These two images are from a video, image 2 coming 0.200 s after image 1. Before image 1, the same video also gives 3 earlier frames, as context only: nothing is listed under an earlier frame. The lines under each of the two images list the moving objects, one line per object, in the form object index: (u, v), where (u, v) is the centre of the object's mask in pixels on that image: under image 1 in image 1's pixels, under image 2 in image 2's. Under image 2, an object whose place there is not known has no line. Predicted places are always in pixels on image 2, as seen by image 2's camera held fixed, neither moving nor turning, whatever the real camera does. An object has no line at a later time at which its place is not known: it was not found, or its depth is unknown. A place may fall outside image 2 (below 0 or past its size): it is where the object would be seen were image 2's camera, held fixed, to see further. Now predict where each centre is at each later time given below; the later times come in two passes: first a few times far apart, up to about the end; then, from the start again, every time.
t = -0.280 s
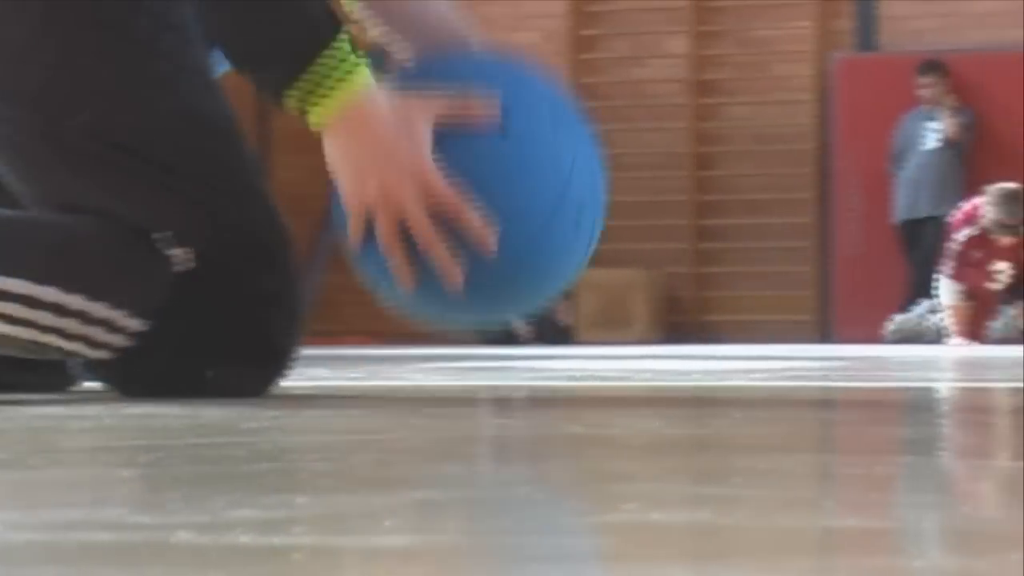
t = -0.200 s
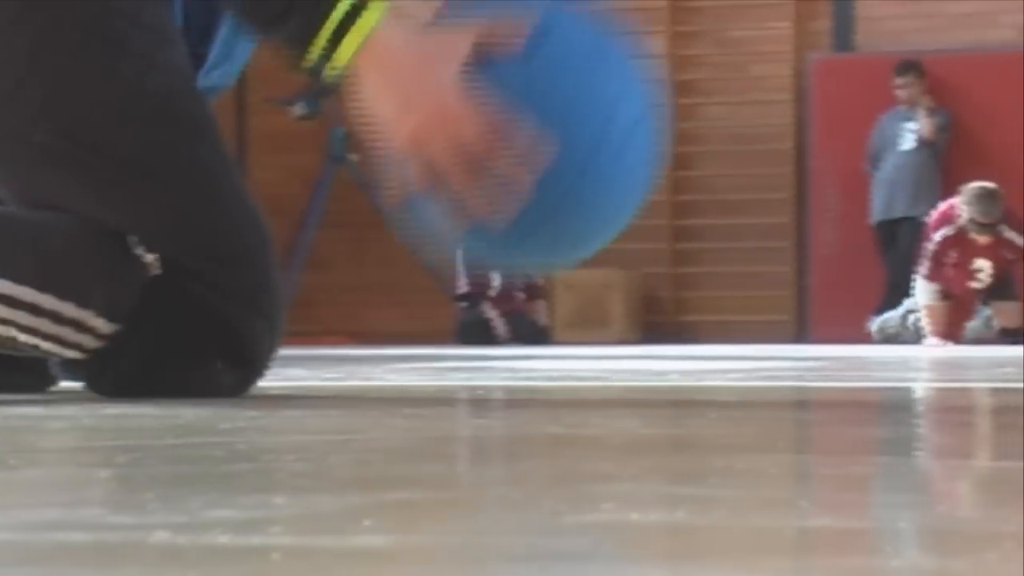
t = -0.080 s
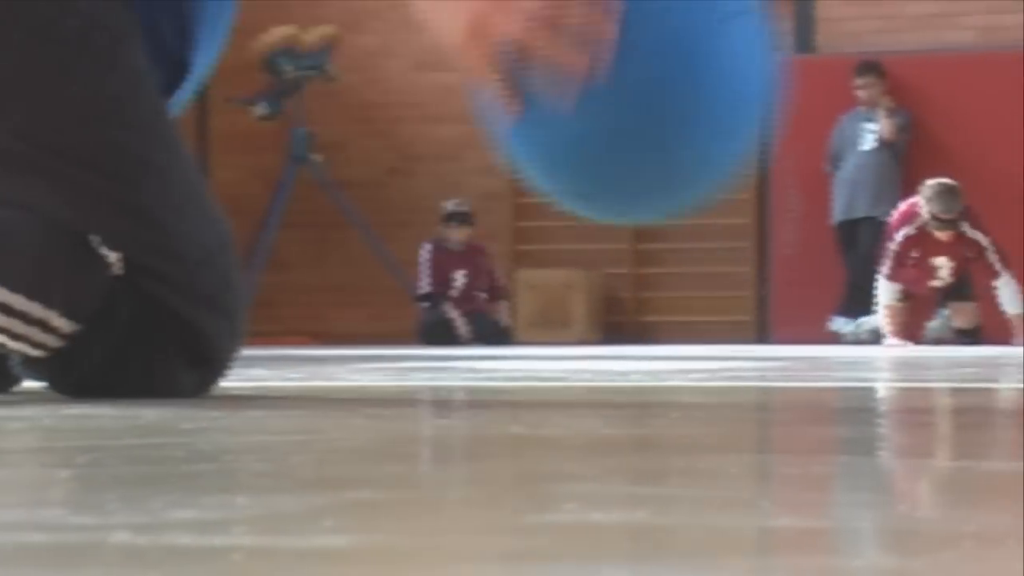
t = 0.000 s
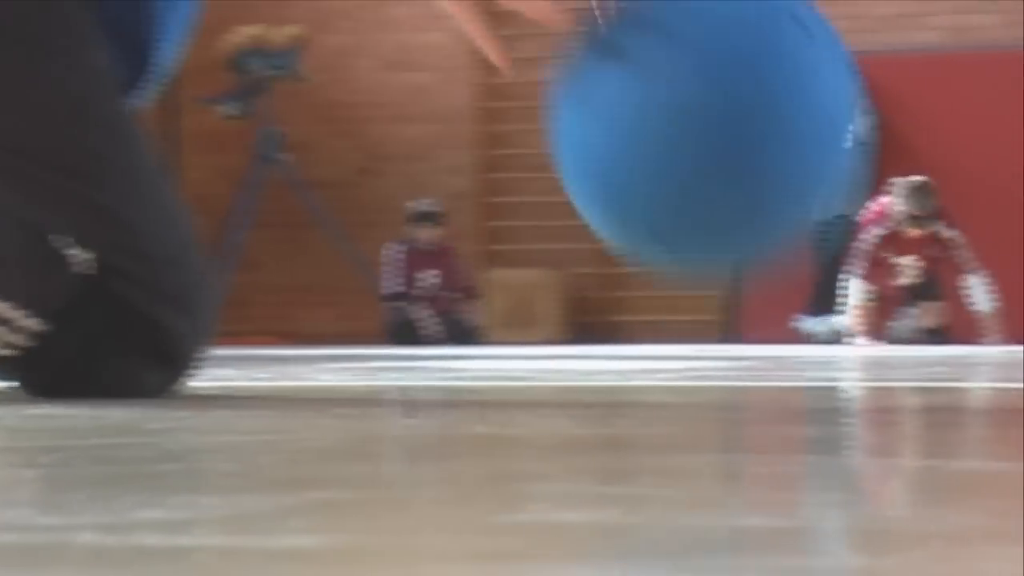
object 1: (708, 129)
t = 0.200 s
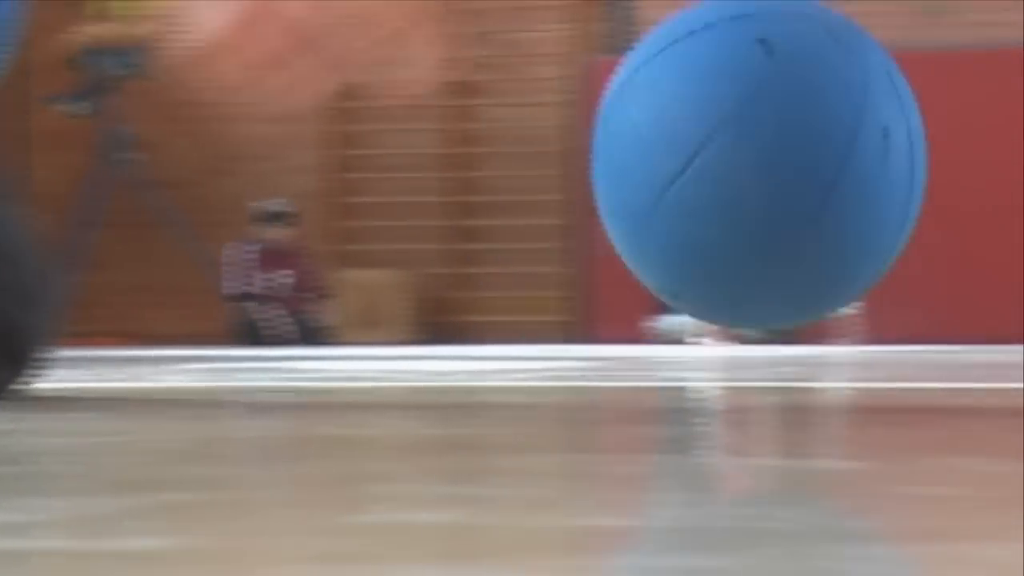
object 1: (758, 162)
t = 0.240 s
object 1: (785, 166)
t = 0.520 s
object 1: (1011, 216)
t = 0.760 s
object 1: (1161, 218)
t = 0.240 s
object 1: (785, 166)
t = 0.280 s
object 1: (815, 185)
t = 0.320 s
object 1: (845, 233)
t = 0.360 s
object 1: (876, 212)
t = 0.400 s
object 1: (907, 196)
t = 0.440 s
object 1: (939, 201)
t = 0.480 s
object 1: (975, 227)
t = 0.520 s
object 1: (1011, 216)
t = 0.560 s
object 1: (1039, 211)
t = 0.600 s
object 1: (1063, 223)
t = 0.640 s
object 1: (1088, 219)
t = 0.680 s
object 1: (1113, 221)
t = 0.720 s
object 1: (1140, 218)
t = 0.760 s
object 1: (1161, 218)
